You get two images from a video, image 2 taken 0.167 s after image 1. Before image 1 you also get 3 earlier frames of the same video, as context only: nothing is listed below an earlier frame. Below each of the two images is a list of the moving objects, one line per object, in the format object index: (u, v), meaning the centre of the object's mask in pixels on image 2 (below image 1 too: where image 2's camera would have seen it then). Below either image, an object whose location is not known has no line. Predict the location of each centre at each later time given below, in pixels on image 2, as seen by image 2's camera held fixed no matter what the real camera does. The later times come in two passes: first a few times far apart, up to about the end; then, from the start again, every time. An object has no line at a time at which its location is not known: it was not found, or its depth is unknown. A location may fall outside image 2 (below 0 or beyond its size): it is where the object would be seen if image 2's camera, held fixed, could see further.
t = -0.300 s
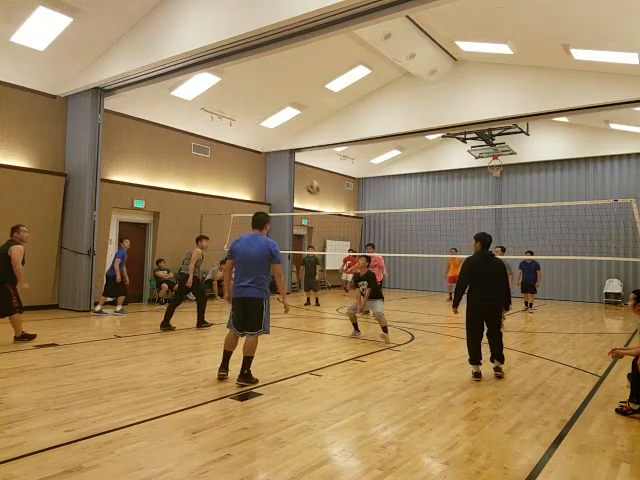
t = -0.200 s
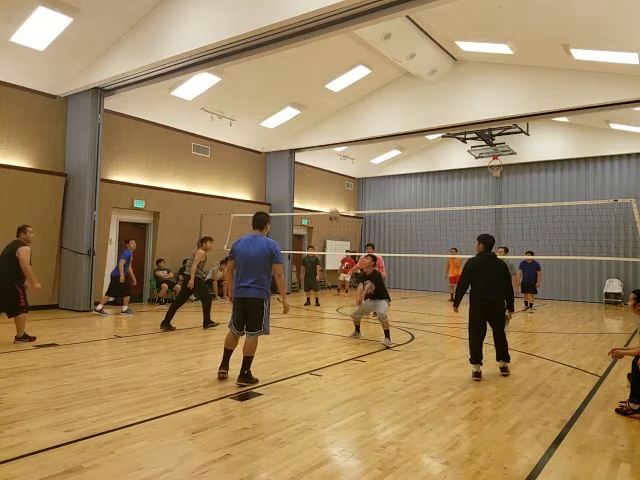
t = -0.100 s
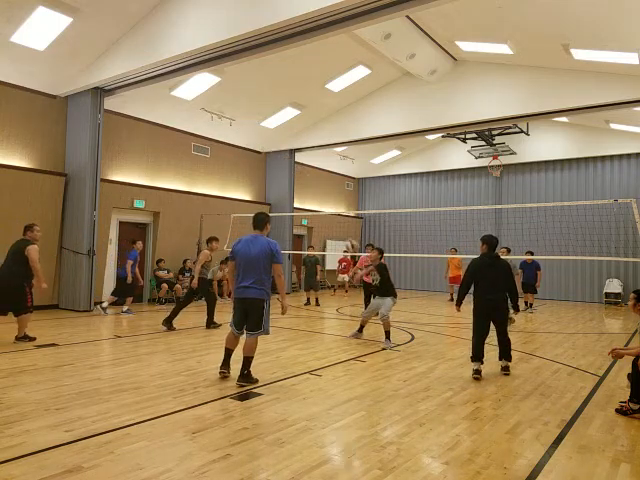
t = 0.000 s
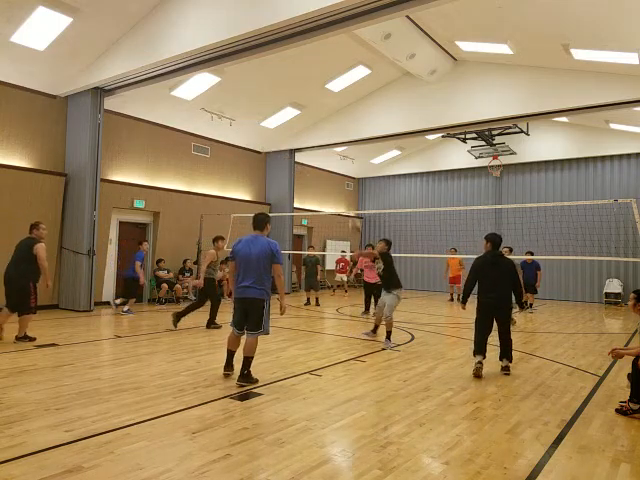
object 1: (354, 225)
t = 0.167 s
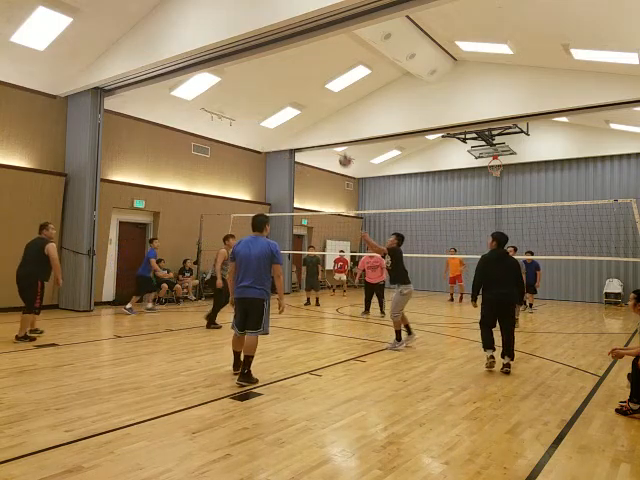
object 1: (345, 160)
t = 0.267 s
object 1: (339, 131)
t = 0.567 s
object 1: (321, 86)
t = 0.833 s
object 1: (307, 92)
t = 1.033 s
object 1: (297, 121)
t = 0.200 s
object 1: (343, 150)
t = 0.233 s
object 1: (341, 140)
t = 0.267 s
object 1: (339, 131)
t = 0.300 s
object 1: (337, 123)
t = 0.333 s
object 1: (335, 116)
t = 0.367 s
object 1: (333, 110)
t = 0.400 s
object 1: (331, 104)
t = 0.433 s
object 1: (329, 99)
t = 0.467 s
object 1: (327, 95)
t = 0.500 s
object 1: (326, 91)
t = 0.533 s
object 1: (324, 88)
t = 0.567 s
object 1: (321, 86)
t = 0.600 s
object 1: (320, 84)
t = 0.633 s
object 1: (318, 83)
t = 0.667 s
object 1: (316, 83)
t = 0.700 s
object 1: (314, 84)
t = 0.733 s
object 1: (313, 85)
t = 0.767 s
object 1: (311, 86)
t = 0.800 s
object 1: (309, 89)
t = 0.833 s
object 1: (307, 92)
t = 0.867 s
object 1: (305, 95)
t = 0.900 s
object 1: (303, 99)
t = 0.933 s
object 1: (301, 103)
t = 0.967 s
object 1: (300, 108)
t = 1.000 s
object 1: (299, 115)
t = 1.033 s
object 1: (297, 121)
